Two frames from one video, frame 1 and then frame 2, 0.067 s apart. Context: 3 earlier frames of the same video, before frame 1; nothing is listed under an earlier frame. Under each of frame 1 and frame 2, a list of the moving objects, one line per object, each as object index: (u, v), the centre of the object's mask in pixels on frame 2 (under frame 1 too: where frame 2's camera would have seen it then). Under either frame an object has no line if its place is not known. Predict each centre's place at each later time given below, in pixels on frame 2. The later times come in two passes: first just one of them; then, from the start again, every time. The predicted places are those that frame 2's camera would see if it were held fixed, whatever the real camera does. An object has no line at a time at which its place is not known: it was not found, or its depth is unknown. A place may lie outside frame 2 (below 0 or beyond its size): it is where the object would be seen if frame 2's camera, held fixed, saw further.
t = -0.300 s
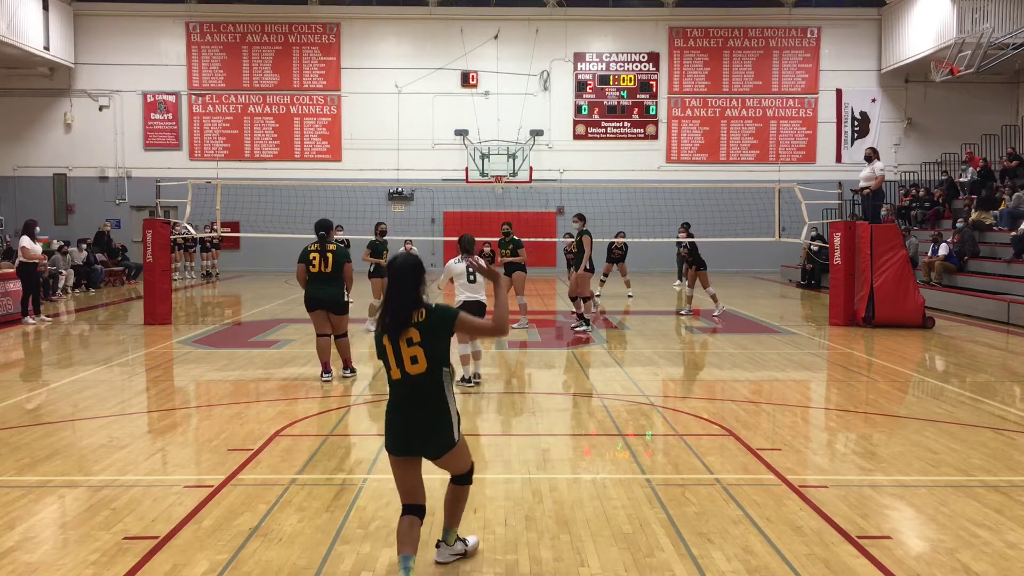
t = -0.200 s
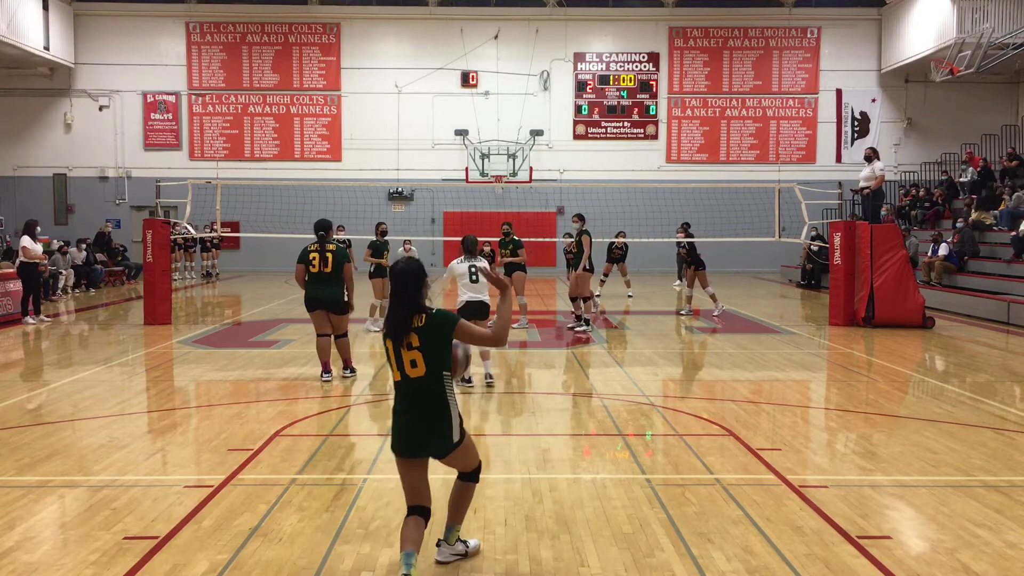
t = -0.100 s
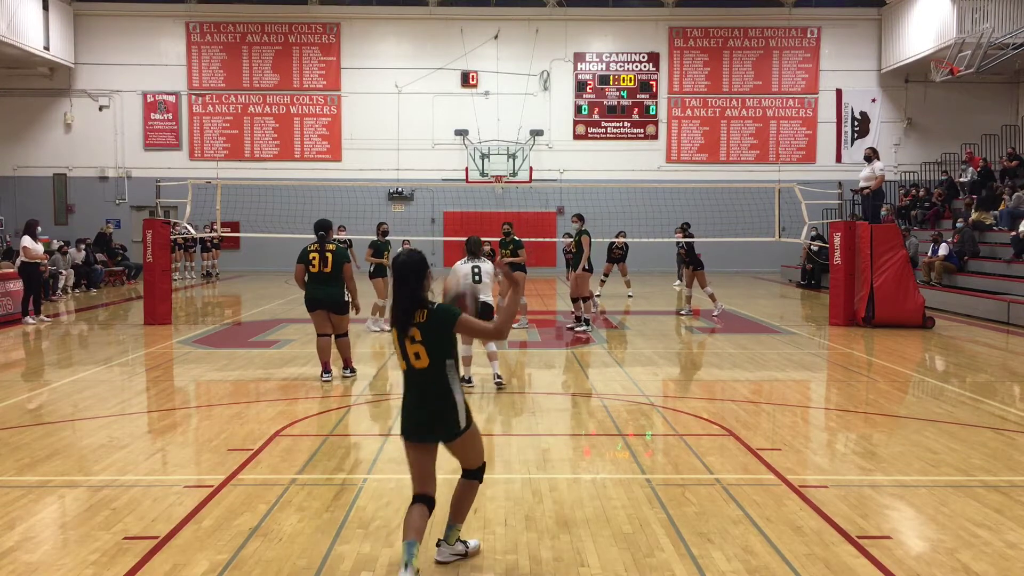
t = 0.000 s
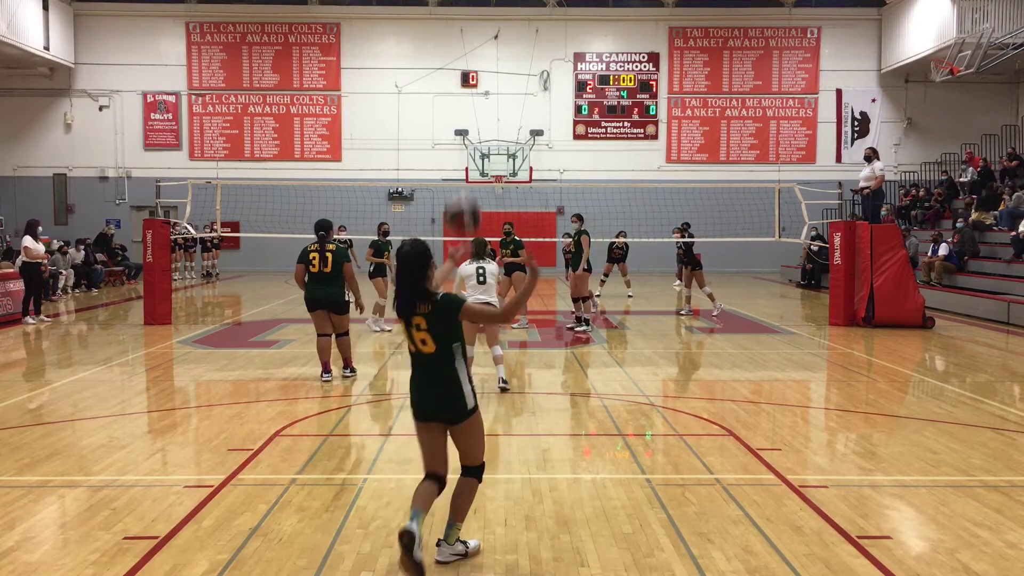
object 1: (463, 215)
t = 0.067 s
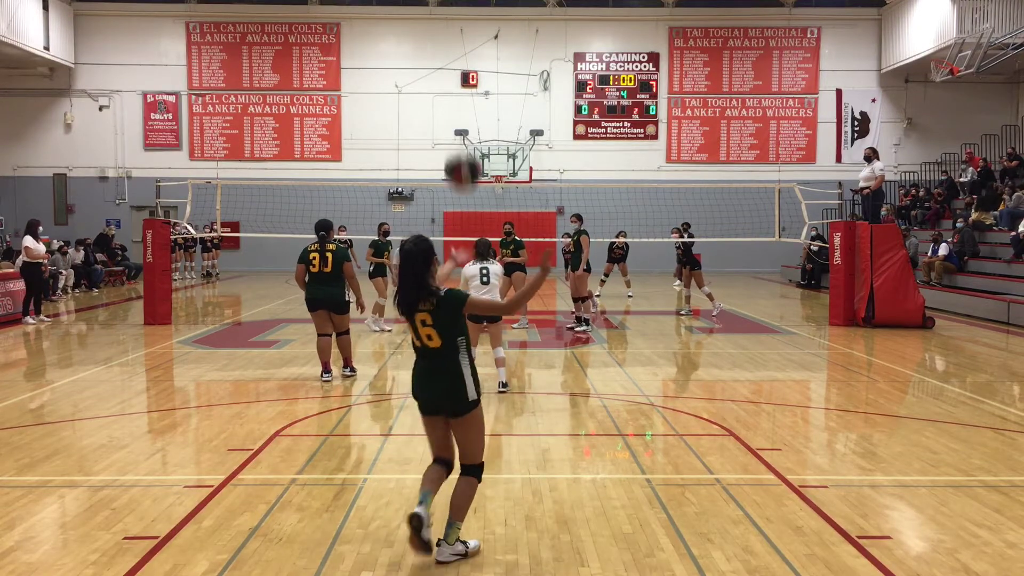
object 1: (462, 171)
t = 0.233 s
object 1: (464, 93)
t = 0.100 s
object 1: (463, 150)
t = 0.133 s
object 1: (463, 132)
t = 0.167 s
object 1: (463, 117)
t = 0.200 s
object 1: (464, 103)
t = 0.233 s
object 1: (464, 93)
